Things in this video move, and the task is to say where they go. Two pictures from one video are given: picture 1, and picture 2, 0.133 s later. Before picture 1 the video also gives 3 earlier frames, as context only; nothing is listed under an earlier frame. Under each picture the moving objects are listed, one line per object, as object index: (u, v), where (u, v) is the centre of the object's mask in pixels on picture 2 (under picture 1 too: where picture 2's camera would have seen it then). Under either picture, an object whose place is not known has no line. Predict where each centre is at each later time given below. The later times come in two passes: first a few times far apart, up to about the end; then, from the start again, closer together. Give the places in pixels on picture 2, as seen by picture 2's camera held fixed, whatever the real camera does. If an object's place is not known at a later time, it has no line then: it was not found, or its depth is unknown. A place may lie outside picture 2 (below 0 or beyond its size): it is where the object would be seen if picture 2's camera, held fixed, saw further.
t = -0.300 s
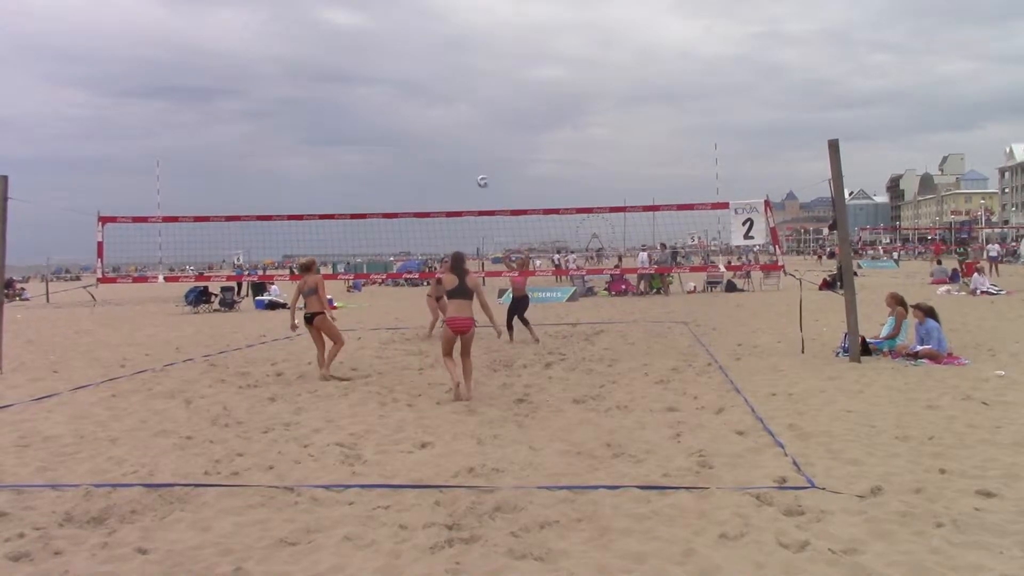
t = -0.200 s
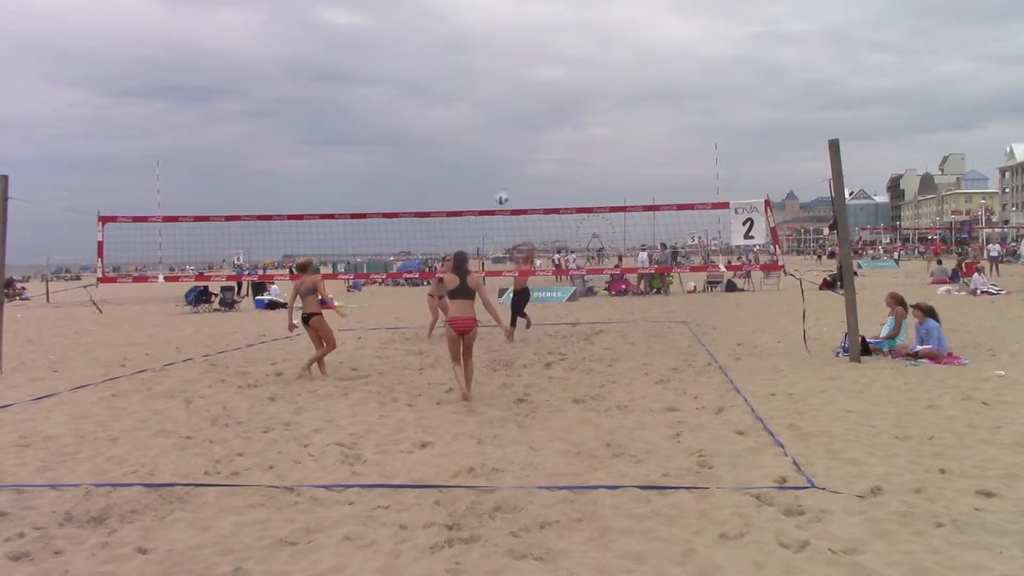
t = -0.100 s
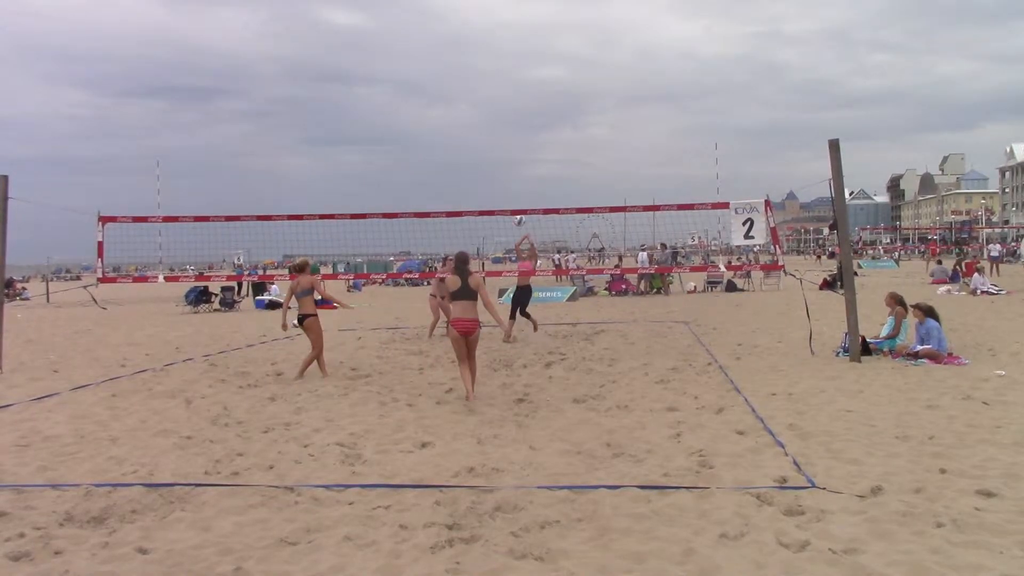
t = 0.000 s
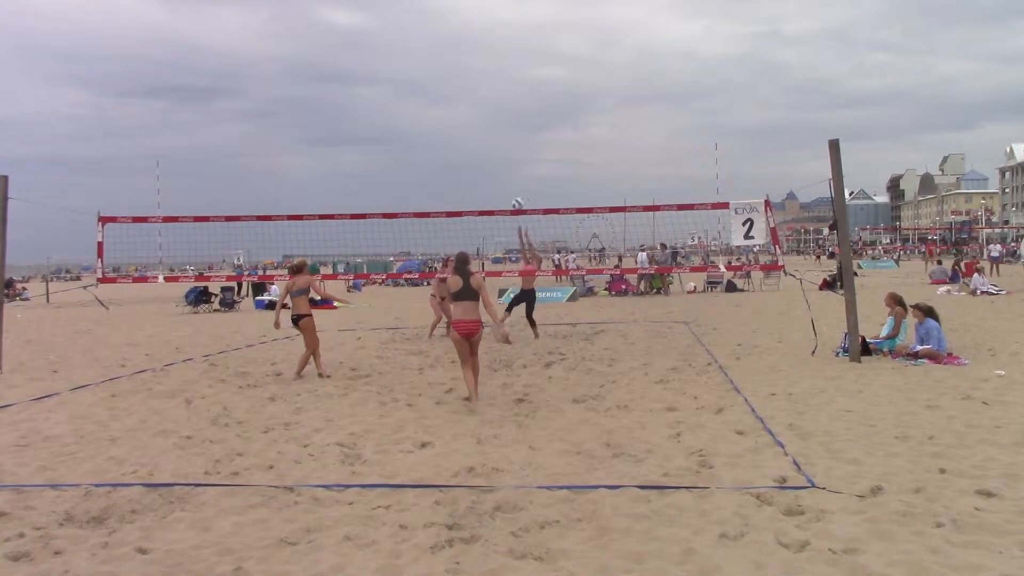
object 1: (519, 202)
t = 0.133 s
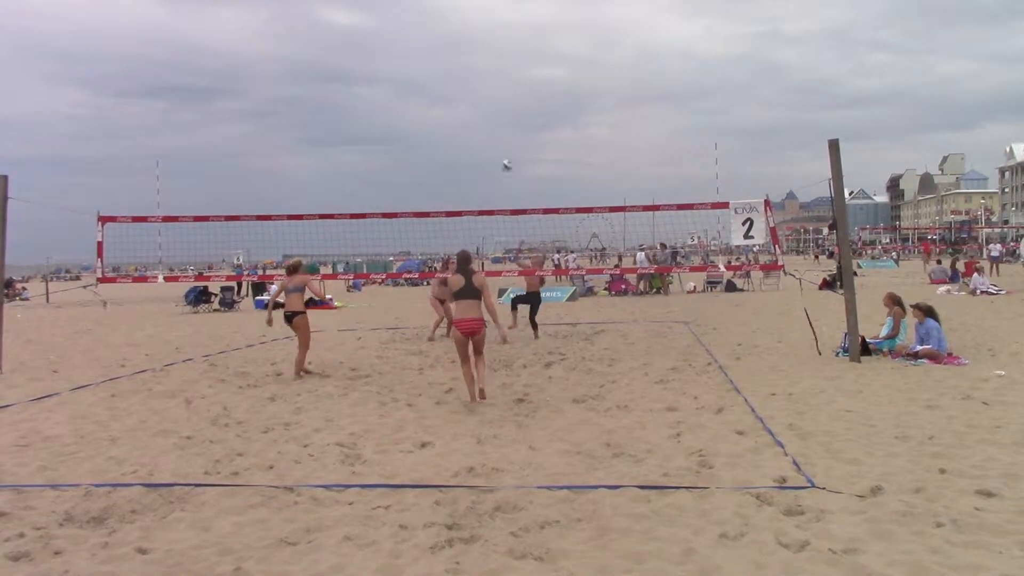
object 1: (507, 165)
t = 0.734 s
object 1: (472, 120)
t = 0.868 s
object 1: (467, 137)
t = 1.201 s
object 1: (452, 223)
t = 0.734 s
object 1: (472, 120)
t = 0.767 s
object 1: (471, 123)
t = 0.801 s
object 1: (469, 127)
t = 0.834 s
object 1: (468, 132)
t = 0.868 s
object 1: (467, 137)
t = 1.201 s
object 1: (452, 223)
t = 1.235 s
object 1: (451, 234)
